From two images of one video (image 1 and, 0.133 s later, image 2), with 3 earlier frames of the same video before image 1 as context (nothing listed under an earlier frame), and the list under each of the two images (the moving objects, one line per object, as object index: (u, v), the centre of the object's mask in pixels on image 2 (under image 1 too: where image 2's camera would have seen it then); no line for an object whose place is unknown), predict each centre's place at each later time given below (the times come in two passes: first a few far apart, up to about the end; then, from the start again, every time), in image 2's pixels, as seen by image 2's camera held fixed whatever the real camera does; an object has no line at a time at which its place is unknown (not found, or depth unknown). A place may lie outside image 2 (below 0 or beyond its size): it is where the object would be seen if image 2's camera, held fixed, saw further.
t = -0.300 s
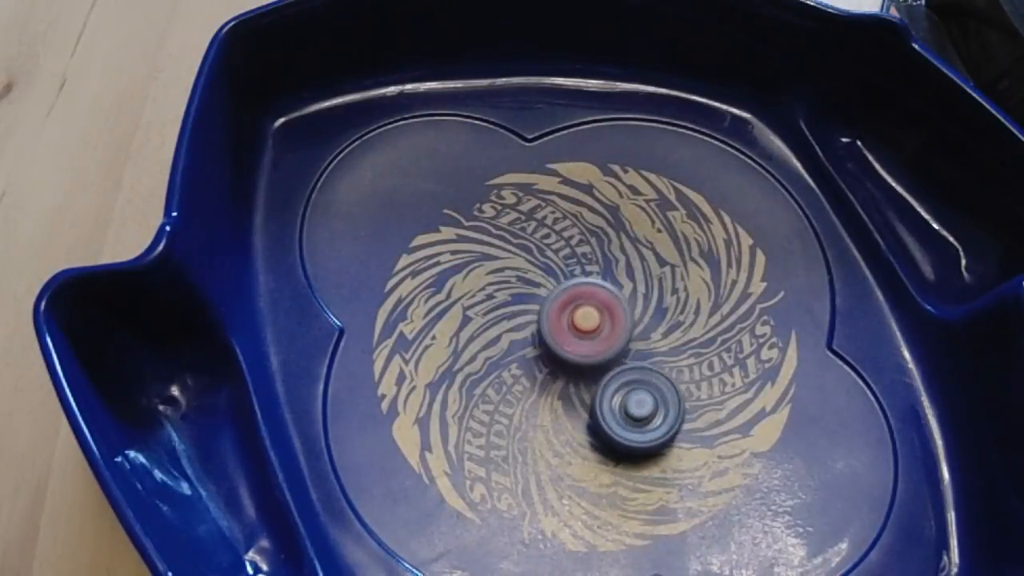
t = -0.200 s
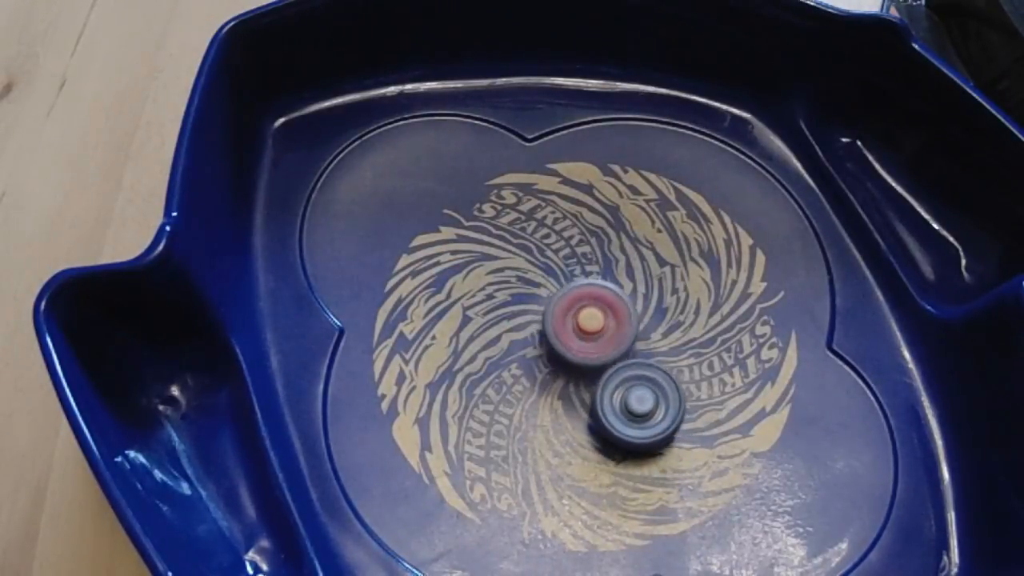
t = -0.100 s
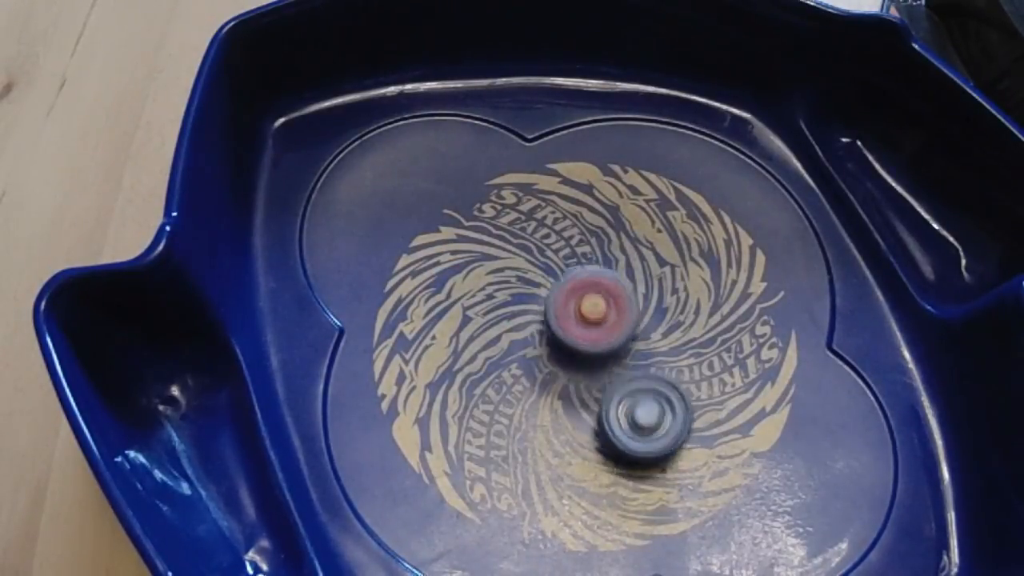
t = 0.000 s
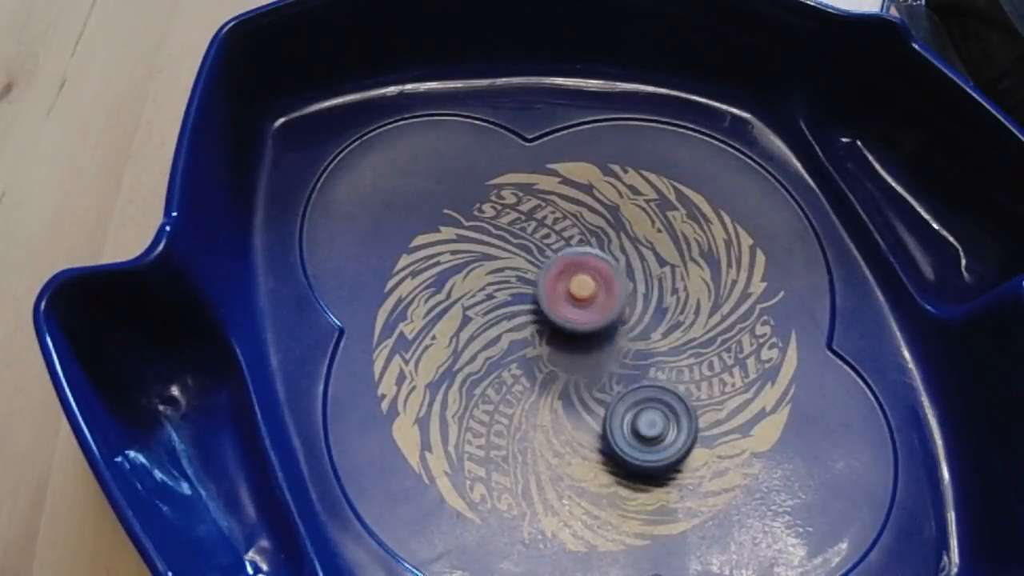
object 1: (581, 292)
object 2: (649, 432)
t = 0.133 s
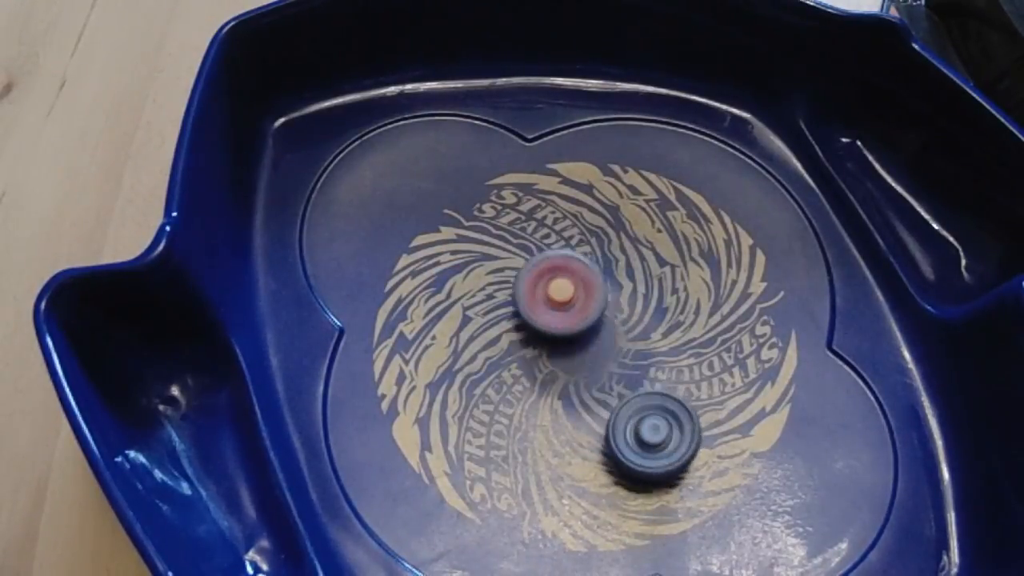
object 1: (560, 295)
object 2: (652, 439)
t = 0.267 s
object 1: (563, 321)
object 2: (650, 443)
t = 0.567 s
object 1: (632, 320)
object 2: (633, 442)
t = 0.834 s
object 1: (594, 307)
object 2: (621, 425)
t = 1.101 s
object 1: (572, 310)
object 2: (631, 494)
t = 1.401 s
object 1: (585, 324)
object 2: (628, 506)
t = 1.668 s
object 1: (615, 331)
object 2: (605, 492)
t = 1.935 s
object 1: (618, 319)
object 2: (600, 458)
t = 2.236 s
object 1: (593, 336)
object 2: (626, 452)
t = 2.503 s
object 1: (591, 230)
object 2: (643, 526)
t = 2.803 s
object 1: (608, 164)
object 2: (629, 525)
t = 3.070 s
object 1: (604, 138)
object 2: (620, 491)
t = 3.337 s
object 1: (608, 192)
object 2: (649, 472)
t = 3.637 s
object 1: (629, 263)
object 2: (672, 484)
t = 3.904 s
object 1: (608, 332)
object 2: (666, 486)
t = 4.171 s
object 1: (566, 393)
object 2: (658, 463)
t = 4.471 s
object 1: (483, 430)
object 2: (678, 446)
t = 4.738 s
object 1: (415, 448)
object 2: (687, 448)
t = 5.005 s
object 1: (414, 457)
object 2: (680, 447)
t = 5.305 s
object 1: (479, 417)
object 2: (681, 428)
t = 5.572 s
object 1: (537, 367)
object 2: (692, 423)
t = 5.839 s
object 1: (613, 351)
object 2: (692, 424)
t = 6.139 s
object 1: (660, 254)
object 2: (693, 492)
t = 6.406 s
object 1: (700, 219)
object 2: (687, 480)
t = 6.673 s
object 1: (711, 198)
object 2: (691, 465)
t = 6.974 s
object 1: (679, 239)
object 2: (700, 456)
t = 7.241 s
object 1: (651, 289)
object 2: (699, 453)
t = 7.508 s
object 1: (590, 321)
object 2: (698, 440)
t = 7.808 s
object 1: (518, 340)
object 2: (705, 432)
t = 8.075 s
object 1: (455, 327)
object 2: (704, 429)
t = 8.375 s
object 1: (409, 338)
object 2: (701, 419)
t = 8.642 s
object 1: (452, 359)
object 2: (705, 408)
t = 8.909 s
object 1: (513, 360)
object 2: (705, 406)
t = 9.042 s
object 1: (546, 371)
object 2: (704, 403)
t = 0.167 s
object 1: (557, 300)
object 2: (652, 440)
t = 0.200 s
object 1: (556, 306)
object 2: (651, 441)
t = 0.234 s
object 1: (557, 315)
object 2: (651, 442)
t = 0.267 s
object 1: (563, 321)
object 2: (650, 443)
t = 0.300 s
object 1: (569, 327)
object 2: (649, 444)
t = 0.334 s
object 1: (575, 332)
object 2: (646, 445)
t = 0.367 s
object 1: (584, 335)
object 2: (645, 445)
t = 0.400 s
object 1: (594, 337)
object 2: (643, 445)
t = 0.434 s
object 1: (605, 337)
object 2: (642, 445)
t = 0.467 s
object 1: (614, 335)
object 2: (639, 444)
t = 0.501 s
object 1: (622, 331)
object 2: (638, 444)
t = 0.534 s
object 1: (628, 327)
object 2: (636, 442)
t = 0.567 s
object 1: (632, 320)
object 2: (633, 442)
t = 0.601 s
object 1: (632, 314)
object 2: (632, 440)
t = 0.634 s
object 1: (632, 308)
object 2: (629, 439)
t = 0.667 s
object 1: (629, 302)
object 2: (627, 437)
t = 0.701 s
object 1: (622, 298)
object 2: (626, 435)
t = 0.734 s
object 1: (616, 296)
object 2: (624, 432)
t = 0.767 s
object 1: (608, 298)
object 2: (623, 430)
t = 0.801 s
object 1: (601, 301)
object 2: (622, 428)
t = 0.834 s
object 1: (594, 307)
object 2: (621, 425)
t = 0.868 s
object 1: (590, 314)
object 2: (621, 422)
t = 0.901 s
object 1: (586, 325)
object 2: (620, 419)
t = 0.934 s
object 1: (584, 332)
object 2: (621, 418)
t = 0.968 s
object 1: (581, 322)
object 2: (629, 442)
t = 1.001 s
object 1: (578, 315)
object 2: (631, 463)
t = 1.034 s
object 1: (575, 312)
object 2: (631, 479)
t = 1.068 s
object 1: (574, 310)
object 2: (631, 489)
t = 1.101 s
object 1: (572, 310)
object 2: (631, 494)
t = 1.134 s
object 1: (571, 310)
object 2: (631, 497)
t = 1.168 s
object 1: (571, 311)
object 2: (632, 498)
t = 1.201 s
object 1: (571, 311)
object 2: (632, 499)
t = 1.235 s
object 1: (572, 313)
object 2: (632, 500)
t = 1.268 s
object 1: (573, 315)
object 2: (632, 501)
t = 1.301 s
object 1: (576, 318)
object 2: (631, 502)
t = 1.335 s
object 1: (578, 320)
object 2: (630, 505)
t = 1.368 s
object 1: (581, 322)
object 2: (629, 505)
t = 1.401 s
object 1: (585, 324)
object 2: (628, 506)
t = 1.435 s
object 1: (588, 327)
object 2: (626, 506)
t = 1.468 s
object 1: (592, 329)
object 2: (623, 506)
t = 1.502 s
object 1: (596, 331)
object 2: (620, 505)
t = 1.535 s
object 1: (600, 332)
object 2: (617, 503)
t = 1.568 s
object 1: (603, 332)
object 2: (613, 502)
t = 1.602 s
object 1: (607, 332)
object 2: (610, 498)
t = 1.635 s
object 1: (612, 332)
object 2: (608, 496)
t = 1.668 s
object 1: (615, 331)
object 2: (605, 492)
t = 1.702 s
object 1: (618, 329)
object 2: (603, 489)
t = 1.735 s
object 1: (621, 327)
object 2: (601, 485)
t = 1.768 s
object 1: (622, 325)
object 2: (599, 480)
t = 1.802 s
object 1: (622, 324)
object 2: (599, 476)
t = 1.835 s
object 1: (622, 323)
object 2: (598, 471)
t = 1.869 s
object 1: (621, 321)
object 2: (598, 466)
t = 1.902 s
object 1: (620, 320)
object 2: (598, 463)
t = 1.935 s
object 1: (618, 319)
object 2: (600, 458)
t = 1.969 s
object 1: (615, 321)
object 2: (601, 454)
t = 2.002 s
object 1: (613, 322)
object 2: (603, 450)
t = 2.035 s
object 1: (609, 323)
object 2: (605, 446)
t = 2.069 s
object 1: (605, 326)
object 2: (608, 443)
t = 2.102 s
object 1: (601, 329)
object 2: (611, 439)
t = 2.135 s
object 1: (596, 338)
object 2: (614, 436)
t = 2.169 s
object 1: (595, 342)
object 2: (617, 435)
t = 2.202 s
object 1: (594, 347)
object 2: (621, 434)
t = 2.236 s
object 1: (593, 336)
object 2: (626, 452)
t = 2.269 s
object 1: (594, 310)
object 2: (632, 480)
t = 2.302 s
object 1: (591, 291)
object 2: (635, 501)
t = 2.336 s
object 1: (590, 276)
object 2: (636, 515)
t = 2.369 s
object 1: (588, 265)
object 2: (636, 520)
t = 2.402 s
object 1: (588, 257)
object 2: (637, 521)
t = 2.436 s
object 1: (589, 247)
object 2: (640, 523)
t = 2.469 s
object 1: (589, 240)
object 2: (642, 525)
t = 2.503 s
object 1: (591, 230)
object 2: (643, 526)
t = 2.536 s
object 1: (592, 223)
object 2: (645, 529)
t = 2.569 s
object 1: (594, 215)
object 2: (645, 530)
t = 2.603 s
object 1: (596, 207)
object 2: (645, 531)
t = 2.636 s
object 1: (598, 200)
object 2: (643, 531)
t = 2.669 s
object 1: (600, 192)
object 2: (642, 531)
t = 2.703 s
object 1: (602, 186)
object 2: (640, 530)
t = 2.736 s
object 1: (605, 178)
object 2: (636, 530)
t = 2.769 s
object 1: (607, 170)
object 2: (633, 528)
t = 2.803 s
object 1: (608, 164)
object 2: (629, 525)
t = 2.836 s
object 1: (610, 158)
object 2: (626, 522)
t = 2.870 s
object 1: (611, 151)
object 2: (623, 518)
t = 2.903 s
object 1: (612, 146)
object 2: (621, 514)
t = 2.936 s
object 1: (610, 143)
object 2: (618, 509)
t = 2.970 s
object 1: (610, 138)
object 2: (617, 505)
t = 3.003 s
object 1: (607, 137)
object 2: (618, 498)
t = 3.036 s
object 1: (606, 137)
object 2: (618, 496)
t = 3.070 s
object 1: (604, 138)
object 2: (620, 491)
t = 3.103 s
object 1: (602, 142)
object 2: (622, 486)
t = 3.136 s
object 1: (601, 146)
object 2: (624, 484)
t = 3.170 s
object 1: (600, 153)
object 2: (627, 481)
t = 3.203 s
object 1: (601, 161)
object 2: (631, 478)
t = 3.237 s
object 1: (602, 168)
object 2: (635, 475)
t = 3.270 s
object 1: (605, 175)
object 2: (640, 474)
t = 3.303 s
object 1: (606, 185)
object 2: (645, 473)
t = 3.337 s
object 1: (608, 192)
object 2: (649, 472)
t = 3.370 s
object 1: (611, 199)
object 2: (654, 472)
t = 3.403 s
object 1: (615, 205)
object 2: (658, 472)
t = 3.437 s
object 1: (618, 213)
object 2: (662, 473)
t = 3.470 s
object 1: (620, 223)
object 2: (665, 475)
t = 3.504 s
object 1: (622, 230)
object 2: (668, 477)
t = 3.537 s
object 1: (625, 238)
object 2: (669, 478)
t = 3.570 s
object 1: (626, 245)
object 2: (671, 481)
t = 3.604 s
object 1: (627, 255)
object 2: (672, 482)
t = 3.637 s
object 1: (629, 263)
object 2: (672, 484)
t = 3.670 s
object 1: (630, 272)
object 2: (673, 485)
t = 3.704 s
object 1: (630, 282)
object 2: (673, 486)
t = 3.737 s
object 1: (629, 290)
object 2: (673, 486)
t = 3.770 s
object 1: (625, 299)
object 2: (673, 487)
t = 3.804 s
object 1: (621, 306)
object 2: (672, 488)
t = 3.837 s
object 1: (617, 314)
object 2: (670, 488)
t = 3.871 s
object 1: (612, 323)
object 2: (669, 488)
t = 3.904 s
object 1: (608, 332)
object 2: (666, 486)
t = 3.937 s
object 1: (603, 340)
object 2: (663, 485)
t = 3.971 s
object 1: (598, 348)
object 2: (661, 482)
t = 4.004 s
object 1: (592, 356)
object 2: (660, 480)
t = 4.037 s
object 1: (587, 362)
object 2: (658, 476)
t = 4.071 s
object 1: (582, 371)
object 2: (658, 473)
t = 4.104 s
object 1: (576, 378)
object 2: (658, 470)
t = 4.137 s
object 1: (571, 386)
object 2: (658, 467)
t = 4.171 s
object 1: (566, 393)
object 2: (658, 463)
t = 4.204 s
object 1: (559, 399)
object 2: (659, 460)
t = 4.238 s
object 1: (549, 406)
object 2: (661, 457)
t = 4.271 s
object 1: (540, 410)
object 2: (662, 455)
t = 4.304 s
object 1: (531, 415)
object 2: (665, 452)
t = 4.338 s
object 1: (522, 419)
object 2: (667, 450)
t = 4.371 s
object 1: (512, 422)
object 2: (670, 448)
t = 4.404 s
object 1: (503, 426)
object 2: (672, 447)
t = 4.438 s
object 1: (493, 428)
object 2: (675, 447)
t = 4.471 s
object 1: (483, 430)
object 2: (678, 446)
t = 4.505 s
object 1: (475, 433)
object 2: (681, 447)
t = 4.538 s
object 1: (464, 435)
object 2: (682, 447)
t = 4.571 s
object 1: (455, 437)
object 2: (684, 449)
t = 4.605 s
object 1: (446, 439)
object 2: (685, 449)
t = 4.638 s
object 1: (439, 441)
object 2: (686, 450)
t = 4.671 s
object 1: (430, 444)
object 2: (687, 448)
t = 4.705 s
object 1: (422, 446)
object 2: (686, 448)
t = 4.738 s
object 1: (415, 448)
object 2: (687, 448)
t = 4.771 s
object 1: (411, 451)
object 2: (687, 448)
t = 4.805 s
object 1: (406, 454)
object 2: (687, 450)
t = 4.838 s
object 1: (404, 455)
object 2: (686, 449)
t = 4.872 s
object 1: (403, 457)
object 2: (686, 449)
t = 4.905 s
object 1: (404, 457)
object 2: (684, 450)
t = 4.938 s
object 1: (406, 458)
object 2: (683, 450)
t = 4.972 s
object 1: (410, 458)
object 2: (682, 447)
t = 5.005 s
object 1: (414, 457)
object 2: (680, 447)
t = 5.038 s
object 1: (420, 455)
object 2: (679, 443)
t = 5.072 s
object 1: (427, 453)
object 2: (679, 442)
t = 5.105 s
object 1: (434, 449)
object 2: (678, 439)
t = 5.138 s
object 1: (441, 444)
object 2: (678, 437)
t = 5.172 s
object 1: (449, 438)
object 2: (677, 436)
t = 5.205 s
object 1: (456, 432)
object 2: (678, 433)
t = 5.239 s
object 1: (463, 427)
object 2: (678, 432)
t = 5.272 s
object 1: (471, 421)
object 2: (679, 430)
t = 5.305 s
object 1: (479, 417)
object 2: (681, 428)
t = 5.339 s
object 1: (486, 407)
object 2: (682, 426)
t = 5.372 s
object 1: (490, 402)
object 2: (684, 425)
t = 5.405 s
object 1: (498, 398)
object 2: (686, 425)
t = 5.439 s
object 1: (504, 391)
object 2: (687, 424)
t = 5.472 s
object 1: (512, 385)
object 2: (689, 424)
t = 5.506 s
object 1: (518, 379)
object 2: (690, 423)
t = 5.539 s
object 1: (527, 373)
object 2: (692, 424)
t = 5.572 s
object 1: (537, 367)
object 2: (692, 423)
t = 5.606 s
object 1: (547, 366)
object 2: (693, 425)
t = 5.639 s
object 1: (558, 364)
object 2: (693, 424)
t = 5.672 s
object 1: (566, 362)
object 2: (693, 424)
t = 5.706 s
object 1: (577, 360)
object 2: (693, 424)
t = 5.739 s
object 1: (584, 359)
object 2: (693, 424)
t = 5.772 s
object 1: (593, 354)
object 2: (693, 424)
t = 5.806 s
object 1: (603, 353)
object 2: (693, 424)
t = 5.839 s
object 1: (613, 351)
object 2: (692, 424)
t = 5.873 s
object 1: (622, 347)
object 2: (692, 424)
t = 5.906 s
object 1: (631, 346)
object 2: (691, 423)
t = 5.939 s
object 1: (640, 343)
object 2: (690, 423)
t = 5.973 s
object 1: (646, 329)
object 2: (691, 433)
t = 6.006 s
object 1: (645, 307)
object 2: (695, 454)
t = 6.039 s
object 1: (647, 290)
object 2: (695, 471)
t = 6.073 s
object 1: (650, 272)
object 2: (696, 482)
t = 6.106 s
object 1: (654, 261)
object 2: (695, 489)
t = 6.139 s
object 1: (660, 254)
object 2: (693, 492)
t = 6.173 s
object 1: (665, 248)
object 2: (690, 491)
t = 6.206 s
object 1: (670, 244)
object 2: (688, 488)
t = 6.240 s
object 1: (677, 239)
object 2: (687, 487)
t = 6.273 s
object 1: (681, 234)
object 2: (688, 485)
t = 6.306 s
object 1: (686, 230)
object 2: (688, 485)
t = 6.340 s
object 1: (690, 227)
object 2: (687, 484)
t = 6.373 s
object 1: (695, 222)
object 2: (688, 482)
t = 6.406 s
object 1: (700, 219)
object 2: (687, 480)
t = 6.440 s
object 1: (704, 215)
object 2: (687, 478)
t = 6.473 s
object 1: (707, 212)
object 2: (687, 477)
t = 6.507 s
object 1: (711, 208)
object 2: (687, 473)
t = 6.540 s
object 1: (714, 203)
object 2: (688, 472)
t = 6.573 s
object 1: (714, 201)
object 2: (687, 470)
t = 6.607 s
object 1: (714, 199)
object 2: (689, 468)
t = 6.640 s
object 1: (713, 198)
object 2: (690, 467)
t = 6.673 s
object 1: (711, 198)
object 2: (691, 465)
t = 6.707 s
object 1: (709, 199)
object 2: (692, 464)
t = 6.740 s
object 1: (704, 202)
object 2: (693, 462)
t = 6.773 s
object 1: (701, 205)
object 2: (694, 463)
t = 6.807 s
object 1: (697, 209)
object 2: (695, 461)
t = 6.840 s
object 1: (693, 213)
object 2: (697, 460)
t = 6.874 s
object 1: (689, 220)
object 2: (697, 460)
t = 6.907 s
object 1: (686, 226)
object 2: (699, 458)
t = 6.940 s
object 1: (683, 233)
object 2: (699, 458)
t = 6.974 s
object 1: (679, 239)
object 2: (700, 456)
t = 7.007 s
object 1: (676, 245)
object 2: (700, 457)
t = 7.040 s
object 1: (673, 251)
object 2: (700, 455)
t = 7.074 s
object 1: (671, 256)
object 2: (700, 456)
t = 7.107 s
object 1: (666, 264)
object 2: (700, 456)
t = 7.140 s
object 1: (663, 269)
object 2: (700, 455)
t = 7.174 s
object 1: (659, 277)
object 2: (699, 455)
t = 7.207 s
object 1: (656, 283)
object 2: (699, 453)
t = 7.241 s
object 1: (651, 289)
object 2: (699, 453)
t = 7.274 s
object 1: (646, 294)
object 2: (698, 451)
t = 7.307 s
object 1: (638, 300)
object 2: (698, 450)
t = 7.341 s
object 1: (630, 304)
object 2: (697, 449)
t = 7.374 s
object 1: (621, 307)
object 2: (698, 447)
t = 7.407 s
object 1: (615, 310)
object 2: (698, 446)
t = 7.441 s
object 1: (606, 314)
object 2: (698, 443)
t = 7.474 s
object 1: (598, 317)
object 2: (698, 442)
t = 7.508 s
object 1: (590, 321)
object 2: (698, 440)
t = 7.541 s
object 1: (582, 323)
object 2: (700, 439)
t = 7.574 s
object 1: (575, 326)
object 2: (700, 437)
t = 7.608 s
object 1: (567, 329)
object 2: (701, 435)
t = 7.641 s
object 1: (558, 332)
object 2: (701, 435)
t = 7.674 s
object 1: (549, 334)
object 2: (702, 433)
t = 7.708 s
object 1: (541, 336)
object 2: (703, 433)
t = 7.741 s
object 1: (534, 337)
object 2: (703, 432)
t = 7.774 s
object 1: (526, 339)
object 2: (705, 432)
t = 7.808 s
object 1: (518, 340)
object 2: (705, 432)
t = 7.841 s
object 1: (509, 341)
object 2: (705, 430)
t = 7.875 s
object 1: (501, 338)
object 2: (705, 431)
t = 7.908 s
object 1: (493, 337)
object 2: (706, 430)
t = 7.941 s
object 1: (485, 333)
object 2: (706, 430)
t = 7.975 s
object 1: (478, 333)
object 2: (705, 430)
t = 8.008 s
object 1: (470, 330)
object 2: (705, 430)
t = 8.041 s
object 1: (463, 329)
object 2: (704, 429)
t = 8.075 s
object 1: (455, 327)
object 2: (704, 429)
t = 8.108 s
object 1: (448, 325)
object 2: (704, 429)
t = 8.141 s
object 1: (441, 324)
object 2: (703, 427)
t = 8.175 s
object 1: (434, 325)
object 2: (703, 427)
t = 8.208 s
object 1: (427, 324)
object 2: (702, 426)
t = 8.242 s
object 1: (422, 325)
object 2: (703, 423)
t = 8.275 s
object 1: (417, 327)
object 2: (703, 422)
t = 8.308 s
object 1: (412, 330)
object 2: (702, 419)
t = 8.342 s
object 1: (410, 333)
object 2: (702, 419)
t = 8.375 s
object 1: (409, 338)
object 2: (701, 419)
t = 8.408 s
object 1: (409, 341)
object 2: (703, 416)
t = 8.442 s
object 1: (411, 346)
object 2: (702, 417)
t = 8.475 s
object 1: (415, 351)
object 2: (703, 413)
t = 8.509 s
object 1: (421, 354)
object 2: (704, 412)
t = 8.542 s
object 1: (427, 357)
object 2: (704, 411)
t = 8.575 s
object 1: (435, 359)
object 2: (704, 411)
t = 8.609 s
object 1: (443, 360)
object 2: (704, 409)
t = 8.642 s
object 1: (452, 359)
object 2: (705, 408)
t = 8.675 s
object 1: (458, 361)
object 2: (705, 408)
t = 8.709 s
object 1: (467, 360)
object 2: (705, 407)
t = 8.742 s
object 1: (475, 360)
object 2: (706, 407)
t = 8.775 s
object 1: (481, 360)
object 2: (706, 407)
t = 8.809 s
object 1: (490, 360)
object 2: (707, 407)
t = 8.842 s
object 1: (497, 359)
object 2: (706, 407)
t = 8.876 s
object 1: (505, 359)
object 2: (706, 406)
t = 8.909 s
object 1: (513, 360)
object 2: (705, 406)
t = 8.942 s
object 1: (522, 361)
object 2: (705, 405)
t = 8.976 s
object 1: (530, 363)
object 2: (705, 405)
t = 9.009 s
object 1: (539, 367)
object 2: (704, 404)
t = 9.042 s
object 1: (546, 371)
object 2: (704, 403)
